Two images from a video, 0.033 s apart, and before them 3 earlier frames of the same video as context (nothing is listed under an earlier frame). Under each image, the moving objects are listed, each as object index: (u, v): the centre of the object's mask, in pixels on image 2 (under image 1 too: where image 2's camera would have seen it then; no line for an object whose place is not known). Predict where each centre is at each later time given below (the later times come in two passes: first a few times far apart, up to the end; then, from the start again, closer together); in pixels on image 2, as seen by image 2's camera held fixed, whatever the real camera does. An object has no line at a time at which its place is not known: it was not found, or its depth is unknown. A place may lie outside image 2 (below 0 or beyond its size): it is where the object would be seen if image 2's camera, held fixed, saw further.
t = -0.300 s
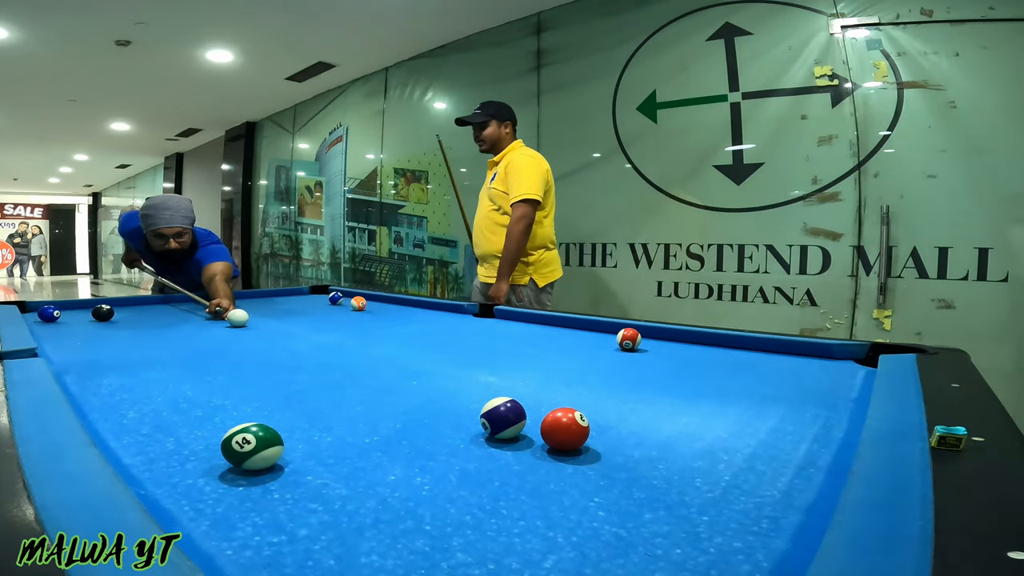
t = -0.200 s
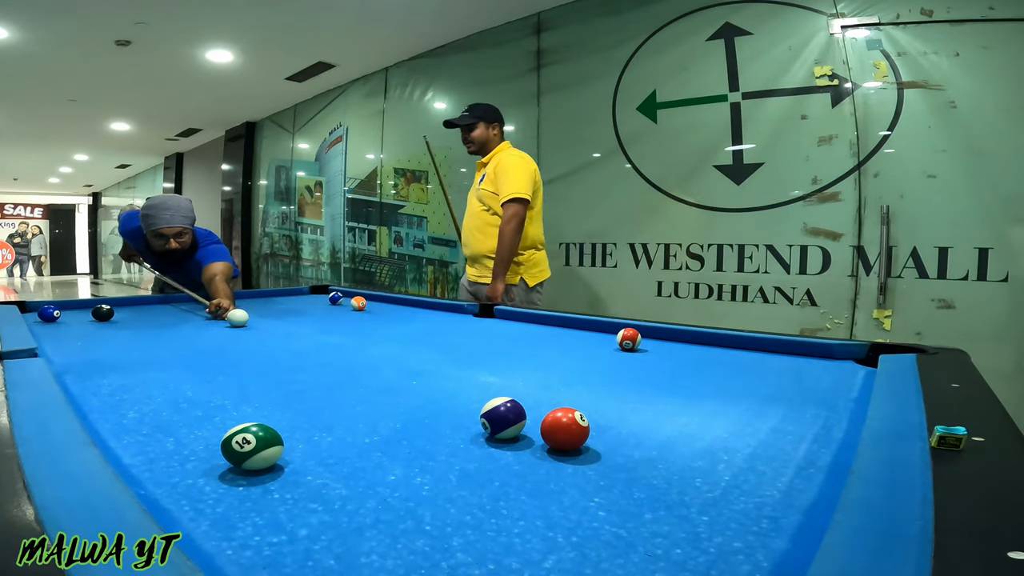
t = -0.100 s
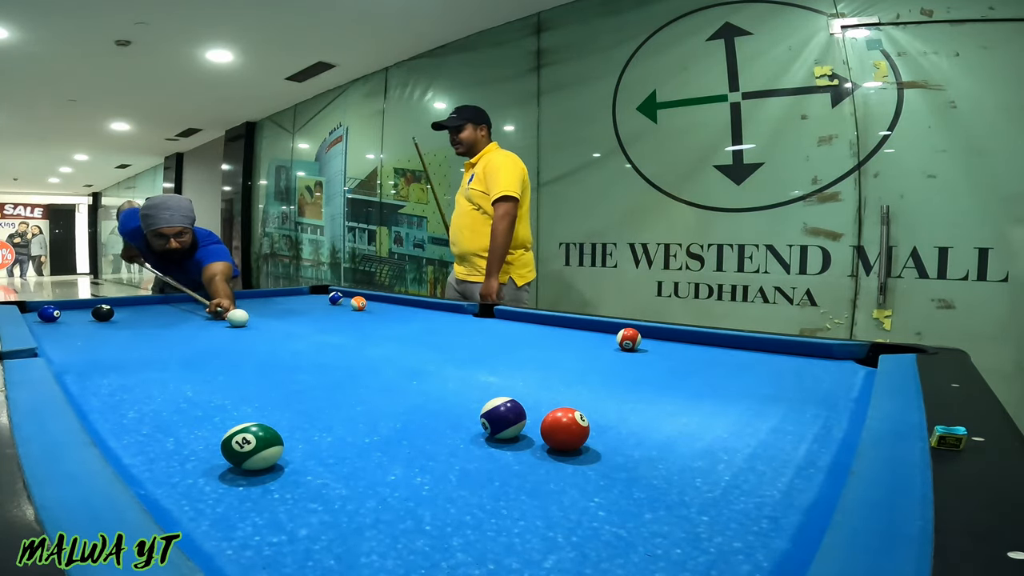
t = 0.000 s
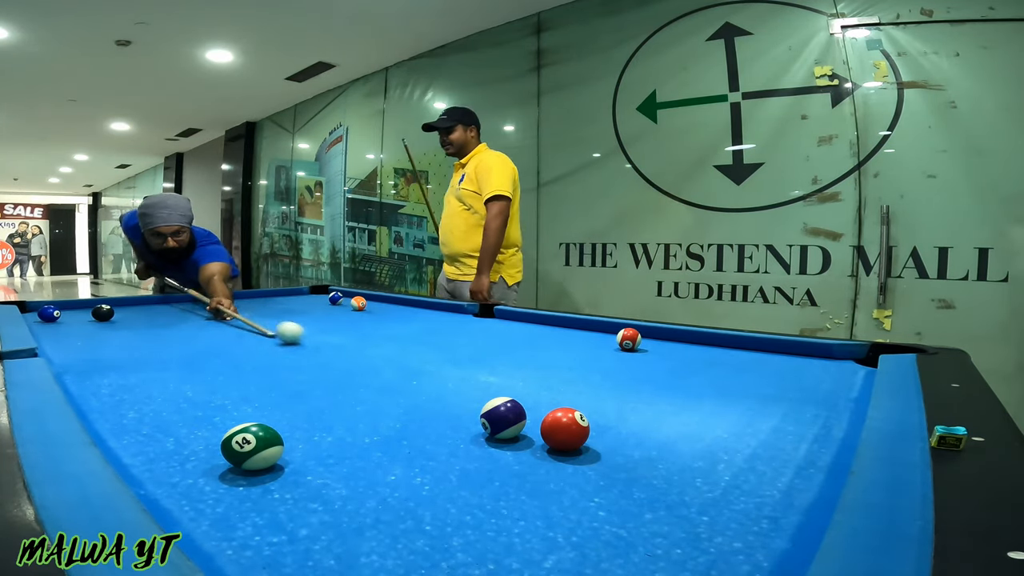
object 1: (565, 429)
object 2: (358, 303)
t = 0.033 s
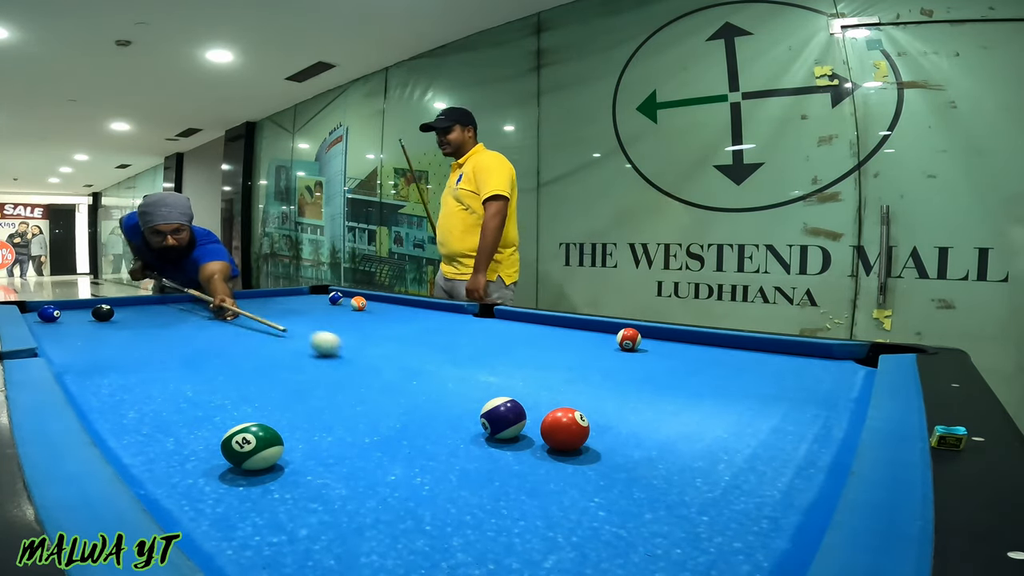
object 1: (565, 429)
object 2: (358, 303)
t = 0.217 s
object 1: (547, 455)
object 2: (358, 303)
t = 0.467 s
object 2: (358, 303)
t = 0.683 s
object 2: (358, 303)
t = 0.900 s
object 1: (726, 556)
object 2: (358, 303)
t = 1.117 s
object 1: (766, 515)
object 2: (358, 303)
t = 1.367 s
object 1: (759, 471)
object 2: (358, 303)
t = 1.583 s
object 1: (754, 444)
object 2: (358, 303)
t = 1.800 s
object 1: (750, 424)
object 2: (358, 303)
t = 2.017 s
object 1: (745, 408)
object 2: (358, 303)
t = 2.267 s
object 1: (741, 394)
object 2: (364, 303)
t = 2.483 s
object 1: (739, 384)
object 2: (375, 303)
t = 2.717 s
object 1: (736, 376)
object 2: (385, 303)
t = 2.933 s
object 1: (734, 370)
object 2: (393, 302)
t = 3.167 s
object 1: (732, 364)
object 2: (400, 302)
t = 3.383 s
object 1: (731, 360)
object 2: (406, 302)
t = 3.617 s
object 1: (729, 356)
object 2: (410, 302)
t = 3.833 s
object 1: (728, 353)
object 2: (414, 302)
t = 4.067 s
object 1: (727, 351)
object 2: (416, 302)
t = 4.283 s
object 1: (726, 349)
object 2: (416, 302)
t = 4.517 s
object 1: (726, 347)
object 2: (416, 302)
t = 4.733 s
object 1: (725, 346)
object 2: (416, 302)
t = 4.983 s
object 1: (725, 346)
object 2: (416, 302)
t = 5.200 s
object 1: (726, 345)
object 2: (416, 302)
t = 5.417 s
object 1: (726, 345)
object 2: (416, 302)
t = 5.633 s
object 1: (726, 345)
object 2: (416, 302)
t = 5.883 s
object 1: (726, 345)
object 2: (416, 302)
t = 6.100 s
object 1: (726, 345)
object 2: (416, 302)
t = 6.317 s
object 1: (726, 345)
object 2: (416, 302)
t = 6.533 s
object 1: (726, 345)
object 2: (416, 302)
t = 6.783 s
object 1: (726, 345)
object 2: (416, 302)
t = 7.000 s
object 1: (726, 345)
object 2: (416, 302)
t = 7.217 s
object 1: (726, 345)
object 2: (416, 302)
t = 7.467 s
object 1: (726, 345)
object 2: (416, 302)
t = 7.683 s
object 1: (726, 345)
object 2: (416, 302)
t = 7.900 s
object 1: (726, 345)
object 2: (416, 302)
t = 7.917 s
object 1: (726, 345)
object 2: (416, 302)
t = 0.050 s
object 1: (565, 429)
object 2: (358, 303)
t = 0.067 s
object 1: (565, 429)
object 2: (358, 303)
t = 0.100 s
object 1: (565, 429)
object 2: (358, 303)
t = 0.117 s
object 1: (565, 429)
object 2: (358, 303)
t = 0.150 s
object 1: (565, 429)
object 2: (358, 303)
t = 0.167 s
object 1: (563, 432)
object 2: (358, 303)
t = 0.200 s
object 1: (553, 447)
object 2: (358, 303)
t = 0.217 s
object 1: (547, 455)
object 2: (358, 303)
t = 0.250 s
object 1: (534, 472)
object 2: (358, 303)
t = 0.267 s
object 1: (528, 481)
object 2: (358, 303)
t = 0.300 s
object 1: (514, 499)
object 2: (358, 303)
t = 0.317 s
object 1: (507, 509)
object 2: (358, 303)
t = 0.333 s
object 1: (499, 520)
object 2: (358, 303)
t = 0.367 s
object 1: (481, 541)
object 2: (358, 303)
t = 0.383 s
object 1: (470, 549)
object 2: (358, 303)
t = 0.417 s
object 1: (446, 561)
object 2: (358, 303)
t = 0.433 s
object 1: (433, 568)
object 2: (358, 303)
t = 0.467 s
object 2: (358, 303)
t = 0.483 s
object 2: (358, 303)
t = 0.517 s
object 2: (358, 303)
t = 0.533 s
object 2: (358, 303)
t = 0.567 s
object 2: (358, 303)
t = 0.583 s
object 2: (358, 303)
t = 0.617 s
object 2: (358, 303)
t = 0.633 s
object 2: (358, 303)
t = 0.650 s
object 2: (358, 303)
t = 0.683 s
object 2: (358, 303)
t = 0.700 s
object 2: (358, 303)
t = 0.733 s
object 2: (358, 303)
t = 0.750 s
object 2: (358, 303)
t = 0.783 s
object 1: (645, 567)
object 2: (358, 303)
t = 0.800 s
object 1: (658, 566)
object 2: (358, 303)
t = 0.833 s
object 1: (682, 563)
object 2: (358, 302)
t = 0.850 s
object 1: (694, 561)
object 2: (359, 302)
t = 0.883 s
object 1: (716, 557)
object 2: (358, 303)
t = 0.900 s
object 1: (726, 556)
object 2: (358, 303)
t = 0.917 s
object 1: (737, 554)
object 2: (358, 303)
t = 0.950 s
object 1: (757, 550)
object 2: (358, 303)
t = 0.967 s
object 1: (766, 548)
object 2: (358, 303)
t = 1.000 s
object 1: (770, 543)
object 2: (358, 303)
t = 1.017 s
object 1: (770, 540)
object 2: (358, 303)
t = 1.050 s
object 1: (768, 531)
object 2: (358, 303)
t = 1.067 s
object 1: (768, 526)
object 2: (358, 303)
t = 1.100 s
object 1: (767, 519)
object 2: (358, 303)
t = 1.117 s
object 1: (766, 515)
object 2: (358, 303)
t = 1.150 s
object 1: (765, 508)
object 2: (358, 303)
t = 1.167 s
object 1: (765, 505)
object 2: (358, 303)
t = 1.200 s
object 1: (764, 499)
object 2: (358, 303)
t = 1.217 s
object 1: (763, 496)
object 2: (358, 303)
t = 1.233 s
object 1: (763, 493)
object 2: (358, 303)
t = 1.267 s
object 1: (762, 487)
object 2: (358, 303)
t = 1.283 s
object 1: (761, 484)
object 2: (358, 303)
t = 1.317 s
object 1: (761, 479)
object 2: (358, 303)
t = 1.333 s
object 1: (760, 476)
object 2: (358, 303)
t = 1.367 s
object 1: (759, 471)
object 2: (358, 303)
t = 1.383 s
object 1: (759, 469)
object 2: (358, 303)
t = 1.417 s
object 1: (758, 464)
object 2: (358, 303)
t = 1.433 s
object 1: (757, 462)
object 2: (358, 303)
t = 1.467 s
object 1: (757, 457)
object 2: (358, 303)
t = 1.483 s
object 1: (756, 455)
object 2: (358, 303)
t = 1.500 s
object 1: (756, 454)
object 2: (358, 303)
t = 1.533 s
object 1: (756, 450)
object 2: (358, 303)
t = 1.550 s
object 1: (755, 448)
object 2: (358, 303)
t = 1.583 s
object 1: (754, 444)
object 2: (358, 303)
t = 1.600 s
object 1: (754, 442)
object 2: (358, 303)
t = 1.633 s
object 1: (754, 439)
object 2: (358, 303)
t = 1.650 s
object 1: (753, 438)
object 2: (358, 303)
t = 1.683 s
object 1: (753, 435)
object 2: (358, 303)
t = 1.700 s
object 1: (752, 433)
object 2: (358, 303)
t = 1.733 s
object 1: (752, 430)
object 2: (358, 303)
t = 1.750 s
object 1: (751, 428)
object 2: (358, 303)
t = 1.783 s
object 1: (750, 426)
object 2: (358, 303)
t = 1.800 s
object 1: (750, 424)
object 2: (358, 303)
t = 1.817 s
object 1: (750, 422)
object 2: (358, 303)
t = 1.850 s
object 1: (749, 420)
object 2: (358, 303)
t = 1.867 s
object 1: (749, 419)
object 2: (358, 303)
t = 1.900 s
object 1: (748, 416)
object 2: (358, 303)
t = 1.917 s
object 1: (747, 415)
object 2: (358, 303)
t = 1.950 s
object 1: (747, 412)
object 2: (358, 303)
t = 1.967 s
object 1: (746, 412)
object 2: (358, 303)
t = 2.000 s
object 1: (746, 410)
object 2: (358, 303)
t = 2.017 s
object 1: (745, 408)
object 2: (358, 303)
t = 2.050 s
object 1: (745, 406)
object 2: (358, 303)
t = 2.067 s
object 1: (744, 405)
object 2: (358, 303)
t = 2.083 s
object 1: (744, 404)
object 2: (358, 303)
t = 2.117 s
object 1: (743, 403)
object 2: (358, 303)
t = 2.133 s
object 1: (743, 401)
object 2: (358, 303)
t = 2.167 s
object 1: (743, 400)
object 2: (359, 303)
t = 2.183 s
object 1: (743, 399)
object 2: (360, 303)
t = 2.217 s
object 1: (742, 397)
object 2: (362, 303)
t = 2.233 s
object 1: (742, 396)
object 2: (363, 303)
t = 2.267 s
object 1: (741, 394)
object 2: (364, 303)
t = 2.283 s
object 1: (741, 393)
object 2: (365, 303)
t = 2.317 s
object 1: (741, 392)
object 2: (367, 303)
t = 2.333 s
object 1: (741, 391)
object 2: (368, 303)
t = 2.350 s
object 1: (740, 390)
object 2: (369, 303)
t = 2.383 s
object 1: (740, 389)
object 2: (370, 303)
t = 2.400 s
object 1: (740, 388)
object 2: (371, 303)
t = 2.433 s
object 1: (739, 387)
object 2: (372, 303)
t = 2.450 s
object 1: (739, 386)
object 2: (373, 303)
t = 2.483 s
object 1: (739, 384)
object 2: (375, 303)
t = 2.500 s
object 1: (739, 384)
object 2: (376, 303)
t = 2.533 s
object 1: (738, 383)
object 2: (377, 303)
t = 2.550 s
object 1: (738, 382)
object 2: (378, 303)
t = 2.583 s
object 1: (738, 381)
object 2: (379, 303)
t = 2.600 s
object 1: (738, 381)
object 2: (380, 303)
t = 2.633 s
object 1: (737, 379)
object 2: (381, 303)
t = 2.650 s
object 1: (737, 379)
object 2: (382, 303)
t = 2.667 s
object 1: (737, 378)
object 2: (383, 303)
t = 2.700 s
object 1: (737, 377)
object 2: (384, 303)
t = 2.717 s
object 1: (736, 376)
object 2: (385, 303)
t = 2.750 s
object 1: (736, 375)
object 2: (386, 303)
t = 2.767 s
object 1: (736, 375)
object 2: (387, 303)
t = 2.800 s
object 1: (736, 374)
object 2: (388, 303)
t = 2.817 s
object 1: (735, 373)
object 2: (388, 303)
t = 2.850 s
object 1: (735, 372)
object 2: (390, 303)
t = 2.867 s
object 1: (735, 372)
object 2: (390, 303)
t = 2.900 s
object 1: (734, 371)
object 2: (391, 302)
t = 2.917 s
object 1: (734, 371)
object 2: (392, 302)
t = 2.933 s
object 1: (734, 370)
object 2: (393, 302)
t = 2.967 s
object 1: (734, 369)
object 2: (394, 302)
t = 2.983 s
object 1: (734, 369)
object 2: (394, 302)
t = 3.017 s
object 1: (733, 368)
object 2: (395, 302)
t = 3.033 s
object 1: (733, 368)
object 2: (396, 302)
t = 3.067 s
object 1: (733, 367)
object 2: (397, 302)
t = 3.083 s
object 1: (733, 366)
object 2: (397, 302)
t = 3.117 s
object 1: (732, 366)
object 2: (399, 302)
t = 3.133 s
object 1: (732, 365)
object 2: (399, 302)
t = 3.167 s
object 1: (732, 364)
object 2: (400, 302)
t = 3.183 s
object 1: (732, 364)
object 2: (400, 302)
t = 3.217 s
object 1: (732, 363)
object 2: (401, 302)
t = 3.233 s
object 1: (731, 363)
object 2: (402, 302)
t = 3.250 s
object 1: (731, 363)
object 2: (402, 302)
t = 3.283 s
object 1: (731, 362)
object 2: (403, 302)
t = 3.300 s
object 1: (731, 361)
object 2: (403, 302)
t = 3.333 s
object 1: (731, 361)
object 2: (404, 302)
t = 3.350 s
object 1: (731, 361)
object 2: (405, 302)
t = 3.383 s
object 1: (731, 360)
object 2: (406, 302)
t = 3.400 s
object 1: (730, 360)
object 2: (406, 302)
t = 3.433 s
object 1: (730, 359)
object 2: (407, 302)
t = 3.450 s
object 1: (730, 359)
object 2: (407, 302)
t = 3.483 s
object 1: (730, 358)
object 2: (408, 302)
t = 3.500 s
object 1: (730, 358)
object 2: (408, 302)
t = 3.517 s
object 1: (730, 358)
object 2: (409, 302)
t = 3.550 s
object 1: (730, 357)
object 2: (409, 302)
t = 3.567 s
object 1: (730, 357)
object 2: (410, 302)
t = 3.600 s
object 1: (729, 357)
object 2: (410, 302)
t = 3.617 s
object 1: (729, 356)
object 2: (410, 302)
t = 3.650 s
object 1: (729, 356)
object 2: (411, 302)
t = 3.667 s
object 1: (729, 355)
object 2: (411, 302)
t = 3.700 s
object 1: (729, 355)
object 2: (412, 302)
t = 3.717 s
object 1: (729, 355)
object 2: (412, 302)
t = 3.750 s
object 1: (729, 354)
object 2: (413, 302)
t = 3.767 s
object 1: (729, 354)
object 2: (413, 302)
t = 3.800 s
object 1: (728, 354)
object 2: (413, 302)
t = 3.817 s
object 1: (728, 353)
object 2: (414, 302)
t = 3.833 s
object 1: (728, 353)
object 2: (414, 302)
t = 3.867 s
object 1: (728, 353)
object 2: (414, 302)
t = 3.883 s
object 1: (728, 353)
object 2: (415, 302)
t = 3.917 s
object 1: (728, 352)
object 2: (415, 302)
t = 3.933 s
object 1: (728, 352)
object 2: (415, 302)
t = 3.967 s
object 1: (728, 352)
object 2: (416, 302)
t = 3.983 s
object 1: (728, 352)
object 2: (416, 302)
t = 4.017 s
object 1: (727, 352)
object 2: (416, 302)
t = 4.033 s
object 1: (727, 351)
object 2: (416, 302)
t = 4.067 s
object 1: (727, 351)
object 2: (416, 302)
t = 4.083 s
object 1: (727, 351)
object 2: (416, 302)
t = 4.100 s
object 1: (727, 351)
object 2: (416, 302)
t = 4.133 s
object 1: (727, 350)
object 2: (416, 302)
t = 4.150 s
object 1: (727, 350)
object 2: (416, 302)
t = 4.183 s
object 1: (727, 350)
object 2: (416, 302)
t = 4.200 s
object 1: (727, 350)
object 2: (416, 302)
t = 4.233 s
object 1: (727, 350)
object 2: (416, 302)
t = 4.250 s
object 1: (727, 349)
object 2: (416, 302)
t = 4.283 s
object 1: (726, 349)
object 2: (416, 302)
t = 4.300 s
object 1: (726, 349)
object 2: (416, 302)
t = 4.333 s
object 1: (726, 349)
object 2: (416, 302)
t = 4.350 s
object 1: (726, 349)
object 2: (416, 302)
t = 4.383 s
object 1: (726, 348)
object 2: (416, 302)
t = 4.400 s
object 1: (726, 348)
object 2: (416, 302)
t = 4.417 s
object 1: (726, 348)
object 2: (416, 302)
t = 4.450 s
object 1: (726, 348)
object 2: (416, 302)
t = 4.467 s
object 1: (726, 348)
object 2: (416, 302)
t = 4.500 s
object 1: (726, 347)
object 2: (416, 302)
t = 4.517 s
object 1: (726, 347)
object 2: (416, 302)
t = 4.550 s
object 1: (726, 347)
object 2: (416, 302)
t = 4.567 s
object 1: (725, 347)
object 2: (416, 302)
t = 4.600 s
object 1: (725, 347)
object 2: (416, 302)
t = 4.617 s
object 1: (725, 347)
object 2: (416, 302)
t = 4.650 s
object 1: (725, 347)
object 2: (416, 302)
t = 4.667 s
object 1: (725, 347)
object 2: (416, 302)
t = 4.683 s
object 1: (725, 347)
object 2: (416, 302)
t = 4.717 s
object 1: (725, 346)
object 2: (416, 302)
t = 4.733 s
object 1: (725, 346)
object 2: (416, 302)
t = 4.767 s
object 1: (725, 346)
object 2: (416, 302)
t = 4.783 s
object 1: (725, 346)
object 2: (416, 302)
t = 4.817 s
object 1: (725, 346)
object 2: (416, 302)
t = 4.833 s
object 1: (725, 346)
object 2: (416, 302)
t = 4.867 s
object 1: (725, 346)
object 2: (416, 302)
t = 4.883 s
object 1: (725, 346)
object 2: (416, 302)
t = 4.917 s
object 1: (725, 346)
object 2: (416, 302)
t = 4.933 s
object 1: (725, 346)
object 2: (416, 302)
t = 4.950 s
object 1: (725, 346)
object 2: (416, 302)
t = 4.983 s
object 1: (725, 346)
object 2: (416, 302)
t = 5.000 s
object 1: (725, 346)
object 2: (416, 302)
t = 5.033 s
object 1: (725, 346)
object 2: (416, 302)
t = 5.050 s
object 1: (725, 346)
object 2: (416, 302)
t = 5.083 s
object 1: (726, 345)
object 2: (416, 302)
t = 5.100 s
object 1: (726, 345)
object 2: (416, 302)
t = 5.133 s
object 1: (726, 345)
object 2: (416, 302)
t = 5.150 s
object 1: (726, 345)
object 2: (416, 302)
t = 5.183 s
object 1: (726, 345)
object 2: (416, 302)
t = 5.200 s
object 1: (726, 345)
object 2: (416, 302)
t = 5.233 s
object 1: (726, 345)
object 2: (416, 302)
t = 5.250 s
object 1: (726, 345)
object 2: (416, 302)
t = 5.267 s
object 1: (726, 345)
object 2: (416, 302)
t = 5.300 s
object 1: (726, 345)
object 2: (416, 302)
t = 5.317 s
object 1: (726, 345)
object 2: (416, 302)
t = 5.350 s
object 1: (726, 345)
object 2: (416, 302)
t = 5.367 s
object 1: (726, 345)
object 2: (416, 302)
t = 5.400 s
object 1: (726, 345)
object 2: (416, 302)
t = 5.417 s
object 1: (726, 345)
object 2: (416, 302)
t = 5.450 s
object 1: (726, 345)
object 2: (416, 302)
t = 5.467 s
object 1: (726, 345)
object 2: (416, 302)
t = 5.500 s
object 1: (726, 345)
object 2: (416, 302)
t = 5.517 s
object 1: (726, 345)
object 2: (416, 302)
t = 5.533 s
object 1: (726, 345)
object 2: (416, 302)
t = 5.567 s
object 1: (726, 345)
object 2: (416, 302)
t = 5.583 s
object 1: (726, 345)
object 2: (416, 302)
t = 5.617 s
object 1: (726, 345)
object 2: (416, 302)
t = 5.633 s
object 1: (726, 345)
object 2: (416, 302)
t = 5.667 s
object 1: (726, 345)
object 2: (416, 302)
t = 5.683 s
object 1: (726, 345)
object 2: (416, 302)
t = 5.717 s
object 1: (726, 345)
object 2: (416, 302)
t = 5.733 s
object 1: (726, 345)
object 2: (416, 302)
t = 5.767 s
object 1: (726, 345)
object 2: (416, 302)
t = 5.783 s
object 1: (726, 345)
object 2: (416, 302)
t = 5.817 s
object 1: (726, 345)
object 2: (416, 302)
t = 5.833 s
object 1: (726, 345)
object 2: (416, 302)
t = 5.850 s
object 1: (726, 345)
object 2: (416, 302)
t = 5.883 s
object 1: (726, 345)
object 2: (416, 302)
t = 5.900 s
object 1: (726, 345)
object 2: (416, 302)
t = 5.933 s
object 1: (726, 345)
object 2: (416, 302)
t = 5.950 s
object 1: (726, 345)
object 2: (416, 302)
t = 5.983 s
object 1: (726, 345)
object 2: (416, 302)
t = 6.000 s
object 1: (726, 345)
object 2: (416, 302)
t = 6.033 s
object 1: (726, 345)
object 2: (416, 302)
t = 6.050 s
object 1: (726, 345)
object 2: (416, 302)
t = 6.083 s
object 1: (726, 345)
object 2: (416, 302)
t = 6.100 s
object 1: (726, 345)
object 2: (416, 302)
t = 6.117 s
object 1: (726, 345)
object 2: (416, 302)
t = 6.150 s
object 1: (726, 345)
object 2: (416, 302)
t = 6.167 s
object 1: (726, 345)
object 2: (416, 302)
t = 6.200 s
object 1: (726, 345)
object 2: (416, 302)
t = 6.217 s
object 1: (726, 345)
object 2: (416, 302)
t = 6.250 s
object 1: (726, 345)
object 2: (416, 302)
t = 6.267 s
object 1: (726, 345)
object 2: (416, 302)
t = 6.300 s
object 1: (726, 345)
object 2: (416, 302)
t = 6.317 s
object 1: (726, 345)
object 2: (416, 302)
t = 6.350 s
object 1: (726, 345)
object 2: (416, 302)
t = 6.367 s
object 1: (726, 345)
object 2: (416, 302)
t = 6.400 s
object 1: (726, 345)
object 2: (416, 302)
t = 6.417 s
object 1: (726, 345)
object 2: (416, 302)
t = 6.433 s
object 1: (726, 345)
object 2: (416, 302)
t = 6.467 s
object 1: (726, 345)
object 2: (416, 302)
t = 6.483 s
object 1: (726, 345)
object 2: (416, 302)
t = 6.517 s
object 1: (726, 345)
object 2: (416, 302)
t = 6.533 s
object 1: (726, 345)
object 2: (416, 302)
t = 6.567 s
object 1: (726, 345)
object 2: (416, 302)
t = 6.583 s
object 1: (726, 345)
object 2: (416, 302)
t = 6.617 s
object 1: (726, 345)
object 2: (416, 302)
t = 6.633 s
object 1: (726, 345)
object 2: (416, 302)
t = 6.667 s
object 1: (726, 345)
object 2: (416, 302)
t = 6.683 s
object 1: (726, 345)
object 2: (416, 302)
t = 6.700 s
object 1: (726, 345)
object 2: (416, 302)
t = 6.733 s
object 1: (726, 345)
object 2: (416, 302)
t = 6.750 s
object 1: (726, 345)
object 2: (416, 302)
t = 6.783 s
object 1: (726, 345)
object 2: (416, 302)
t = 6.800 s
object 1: (726, 345)
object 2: (416, 302)
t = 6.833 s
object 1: (726, 345)
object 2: (416, 302)
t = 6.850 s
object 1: (726, 345)
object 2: (416, 302)
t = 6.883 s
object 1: (726, 345)
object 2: (416, 302)
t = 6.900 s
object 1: (726, 345)
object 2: (416, 302)
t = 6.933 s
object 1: (726, 345)
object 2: (416, 302)
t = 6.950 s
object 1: (726, 345)
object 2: (416, 302)
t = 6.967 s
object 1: (726, 345)
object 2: (416, 302)
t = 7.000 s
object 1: (726, 345)
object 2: (416, 302)
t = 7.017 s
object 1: (726, 345)
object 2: (416, 302)
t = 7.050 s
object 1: (726, 345)
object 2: (416, 302)
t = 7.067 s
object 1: (726, 345)
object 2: (416, 302)
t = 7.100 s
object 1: (726, 345)
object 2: (416, 302)
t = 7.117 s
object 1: (726, 345)
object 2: (416, 302)
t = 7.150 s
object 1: (726, 345)
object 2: (416, 302)
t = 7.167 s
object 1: (726, 345)
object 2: (416, 302)
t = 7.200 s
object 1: (726, 345)
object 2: (416, 302)
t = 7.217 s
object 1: (726, 345)
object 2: (416, 302)
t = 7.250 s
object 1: (726, 345)
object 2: (416, 302)
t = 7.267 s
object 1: (726, 345)
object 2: (416, 302)
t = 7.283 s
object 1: (726, 345)
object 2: (416, 302)
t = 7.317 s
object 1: (726, 345)
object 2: (416, 302)
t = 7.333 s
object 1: (726, 345)
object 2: (416, 302)
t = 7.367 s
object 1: (726, 345)
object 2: (416, 302)
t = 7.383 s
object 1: (726, 345)
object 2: (416, 302)
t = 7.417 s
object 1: (726, 345)
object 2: (416, 302)
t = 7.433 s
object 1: (726, 345)
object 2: (416, 302)
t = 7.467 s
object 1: (726, 345)
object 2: (416, 302)
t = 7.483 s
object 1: (726, 345)
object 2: (416, 302)
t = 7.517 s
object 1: (726, 345)
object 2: (416, 302)
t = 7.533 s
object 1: (726, 345)
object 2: (416, 302)
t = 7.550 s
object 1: (726, 345)
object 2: (416, 302)
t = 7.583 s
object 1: (726, 345)
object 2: (416, 302)
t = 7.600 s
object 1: (726, 345)
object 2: (416, 302)
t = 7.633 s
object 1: (726, 345)
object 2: (416, 302)
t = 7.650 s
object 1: (726, 345)
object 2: (416, 302)
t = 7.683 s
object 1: (726, 345)
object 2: (416, 302)
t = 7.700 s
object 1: (725, 345)
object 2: (416, 302)
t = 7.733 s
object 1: (726, 345)
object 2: (416, 302)
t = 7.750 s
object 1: (726, 345)
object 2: (416, 302)
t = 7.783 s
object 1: (726, 346)
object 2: (416, 302)
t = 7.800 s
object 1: (726, 345)
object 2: (416, 302)
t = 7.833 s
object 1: (726, 345)
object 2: (416, 302)
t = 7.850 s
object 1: (726, 345)
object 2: (416, 302)
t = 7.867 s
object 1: (726, 345)
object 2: (416, 302)
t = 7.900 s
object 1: (726, 345)
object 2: (416, 302)
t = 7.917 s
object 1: (726, 345)
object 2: (416, 302)
